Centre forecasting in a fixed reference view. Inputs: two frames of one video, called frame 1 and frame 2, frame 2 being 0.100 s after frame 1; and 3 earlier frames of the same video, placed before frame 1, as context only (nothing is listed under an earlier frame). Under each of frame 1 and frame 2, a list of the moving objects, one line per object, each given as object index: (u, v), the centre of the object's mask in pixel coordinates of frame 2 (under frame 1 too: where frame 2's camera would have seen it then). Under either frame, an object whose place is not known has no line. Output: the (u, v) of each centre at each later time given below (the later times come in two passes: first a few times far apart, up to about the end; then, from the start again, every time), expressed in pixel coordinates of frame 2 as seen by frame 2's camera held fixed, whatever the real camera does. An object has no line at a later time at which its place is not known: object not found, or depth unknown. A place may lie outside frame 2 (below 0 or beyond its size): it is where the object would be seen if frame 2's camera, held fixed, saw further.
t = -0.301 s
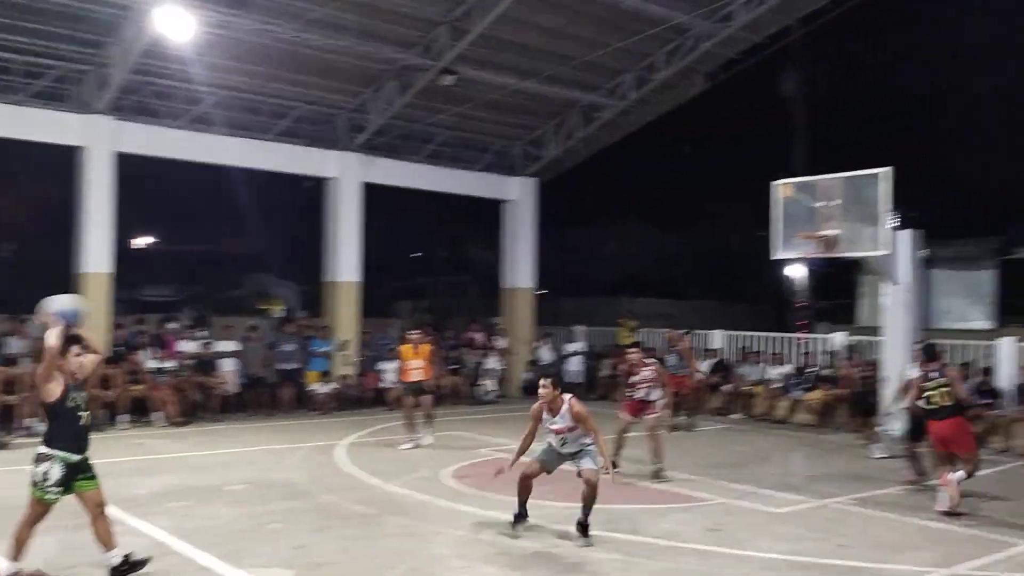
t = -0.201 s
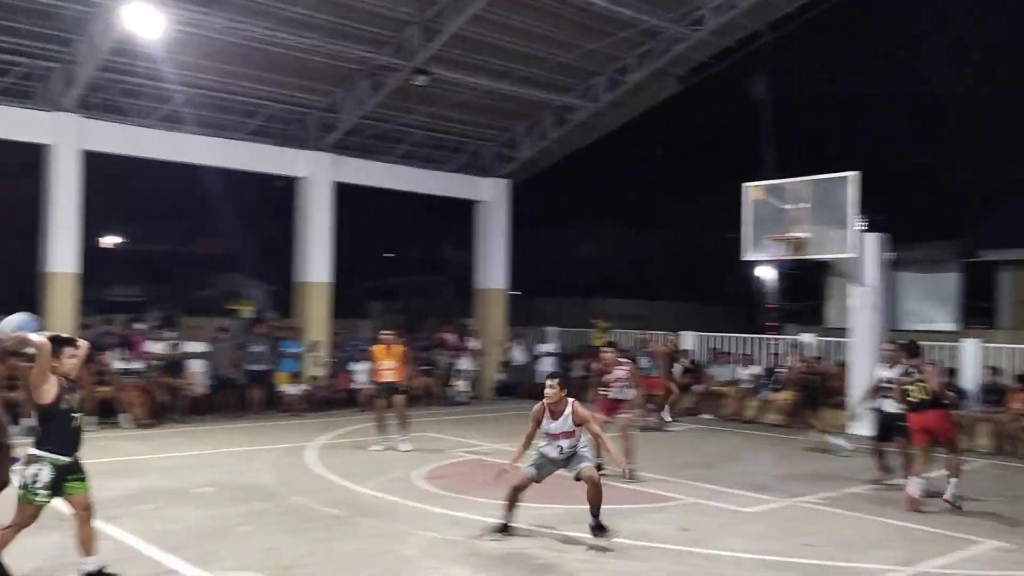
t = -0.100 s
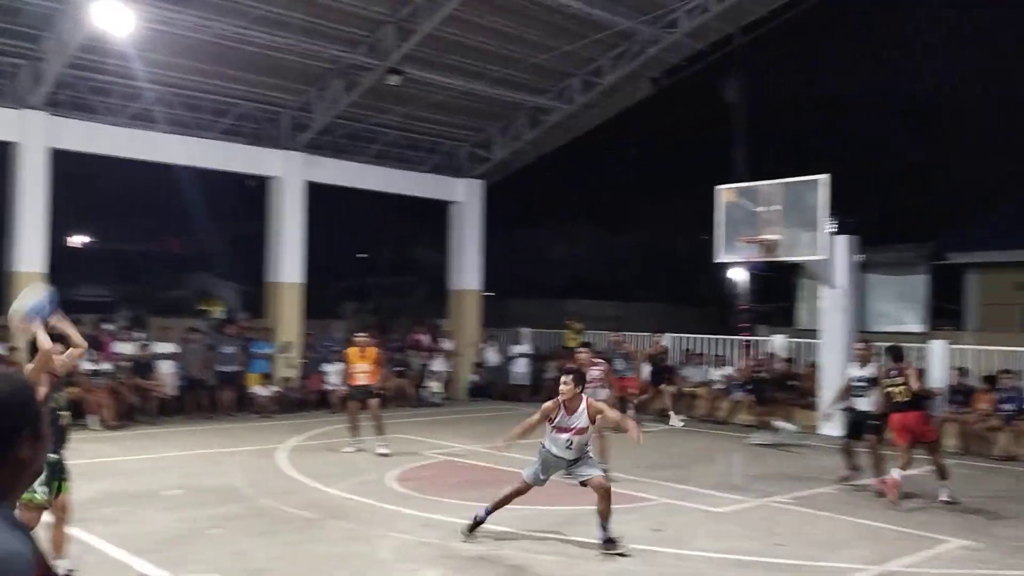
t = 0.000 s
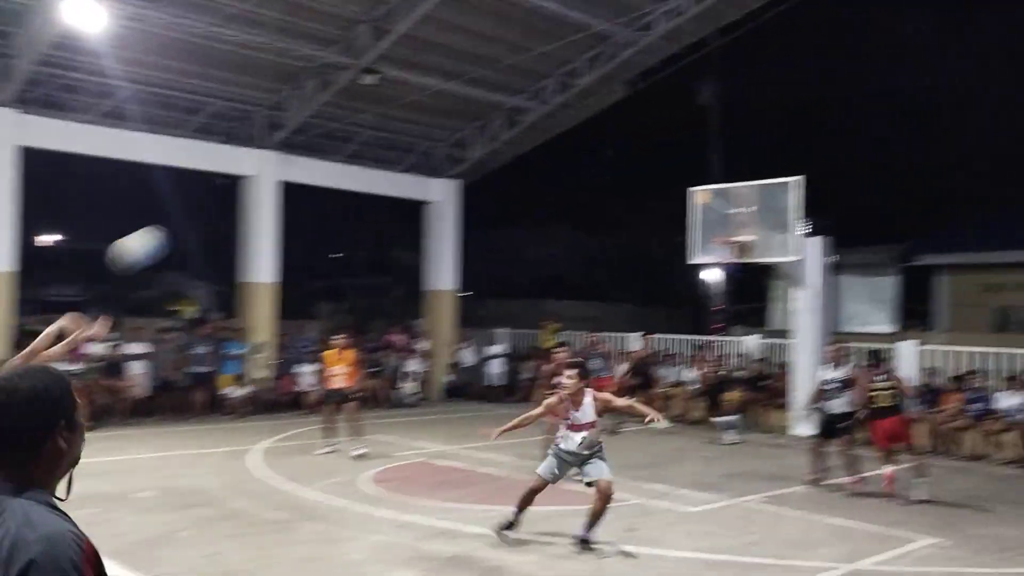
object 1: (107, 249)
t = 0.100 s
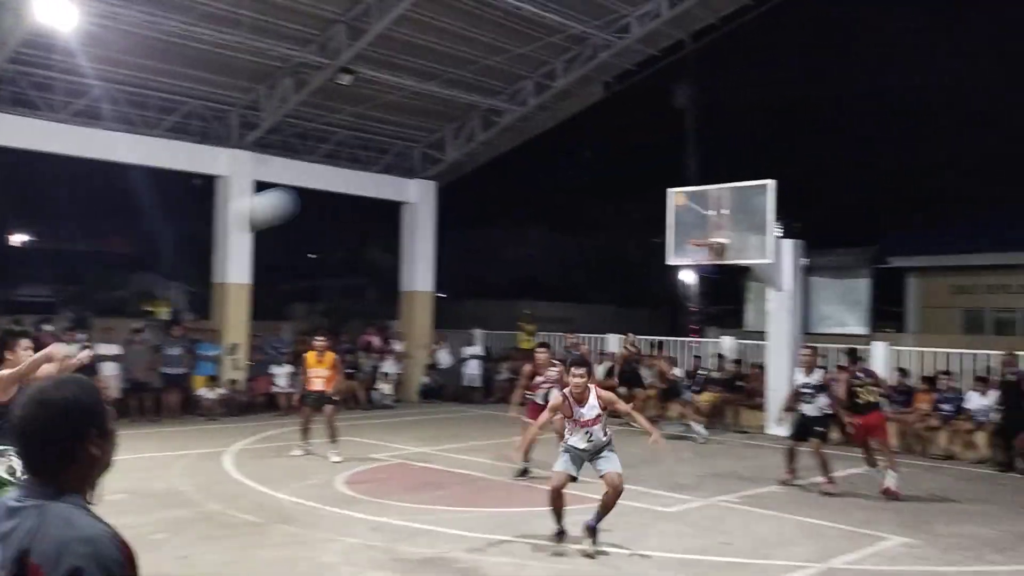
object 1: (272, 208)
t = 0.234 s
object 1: (463, 181)
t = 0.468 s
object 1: (801, 195)
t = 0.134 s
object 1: (310, 201)
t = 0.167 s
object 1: (360, 193)
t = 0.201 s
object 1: (423, 176)
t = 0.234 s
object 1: (463, 181)
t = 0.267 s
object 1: (508, 179)
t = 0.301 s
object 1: (557, 178)
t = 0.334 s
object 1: (604, 178)
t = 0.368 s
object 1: (650, 178)
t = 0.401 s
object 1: (696, 176)
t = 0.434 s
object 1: (746, 178)
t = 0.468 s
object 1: (801, 195)
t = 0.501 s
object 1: (842, 202)
